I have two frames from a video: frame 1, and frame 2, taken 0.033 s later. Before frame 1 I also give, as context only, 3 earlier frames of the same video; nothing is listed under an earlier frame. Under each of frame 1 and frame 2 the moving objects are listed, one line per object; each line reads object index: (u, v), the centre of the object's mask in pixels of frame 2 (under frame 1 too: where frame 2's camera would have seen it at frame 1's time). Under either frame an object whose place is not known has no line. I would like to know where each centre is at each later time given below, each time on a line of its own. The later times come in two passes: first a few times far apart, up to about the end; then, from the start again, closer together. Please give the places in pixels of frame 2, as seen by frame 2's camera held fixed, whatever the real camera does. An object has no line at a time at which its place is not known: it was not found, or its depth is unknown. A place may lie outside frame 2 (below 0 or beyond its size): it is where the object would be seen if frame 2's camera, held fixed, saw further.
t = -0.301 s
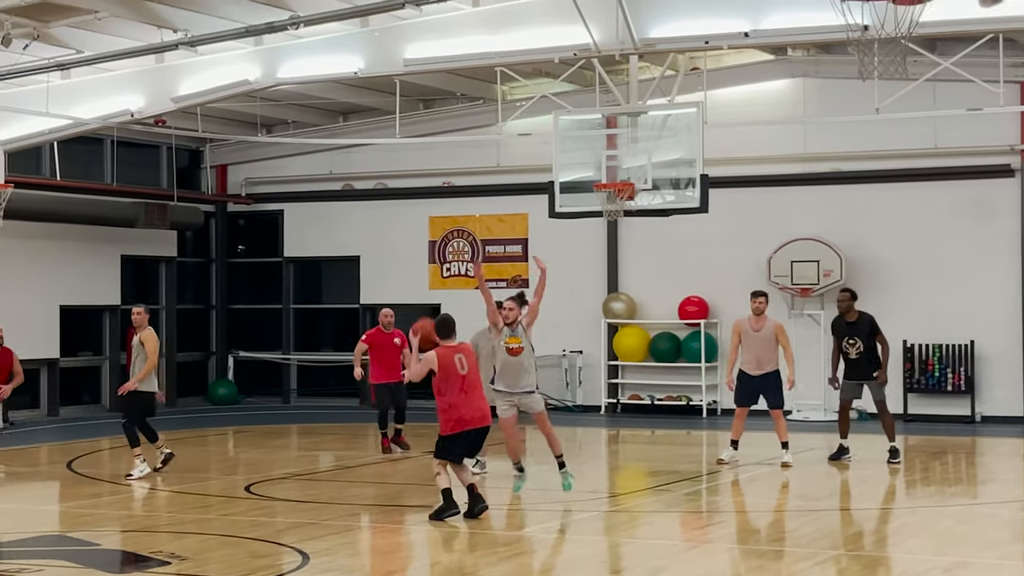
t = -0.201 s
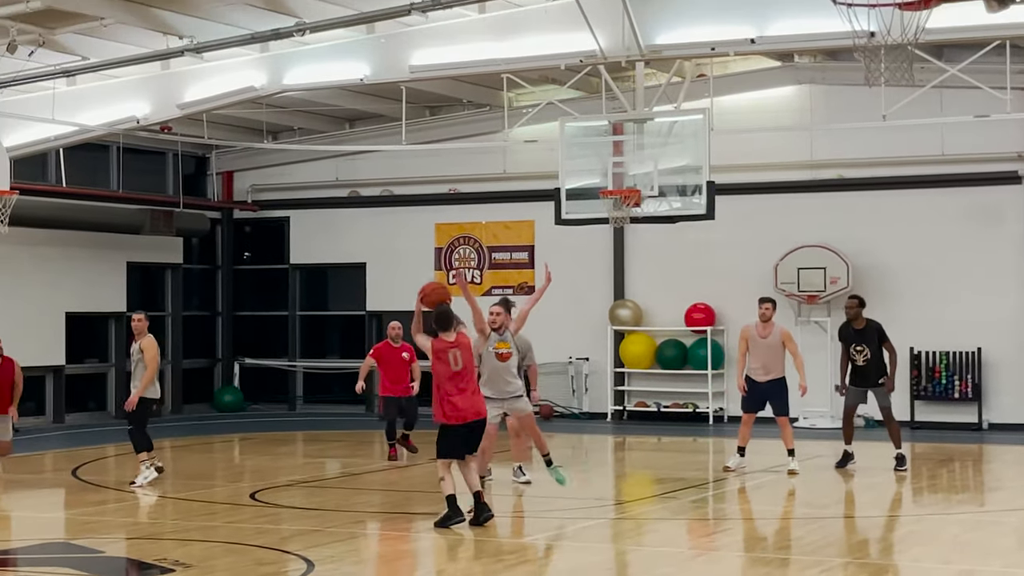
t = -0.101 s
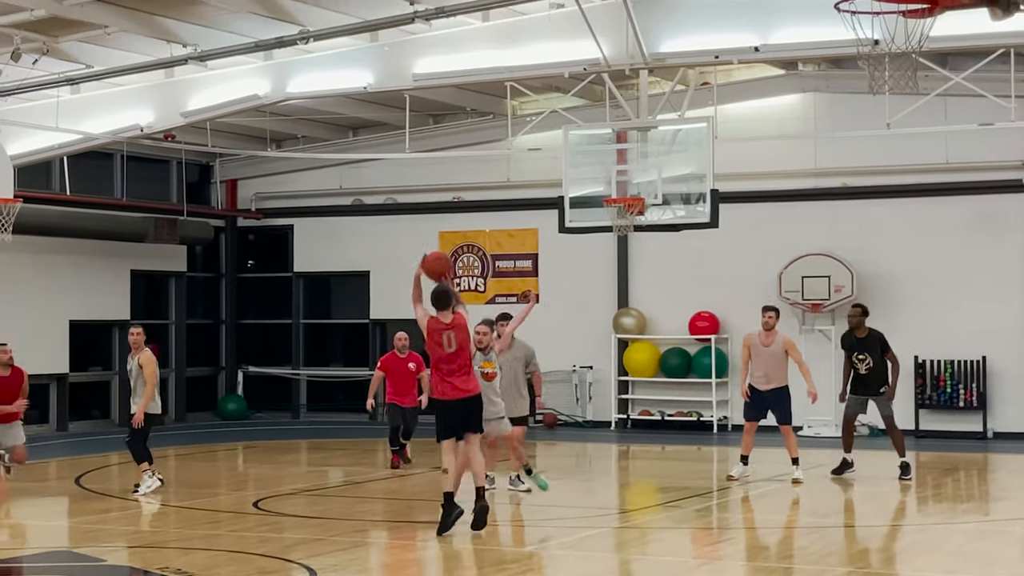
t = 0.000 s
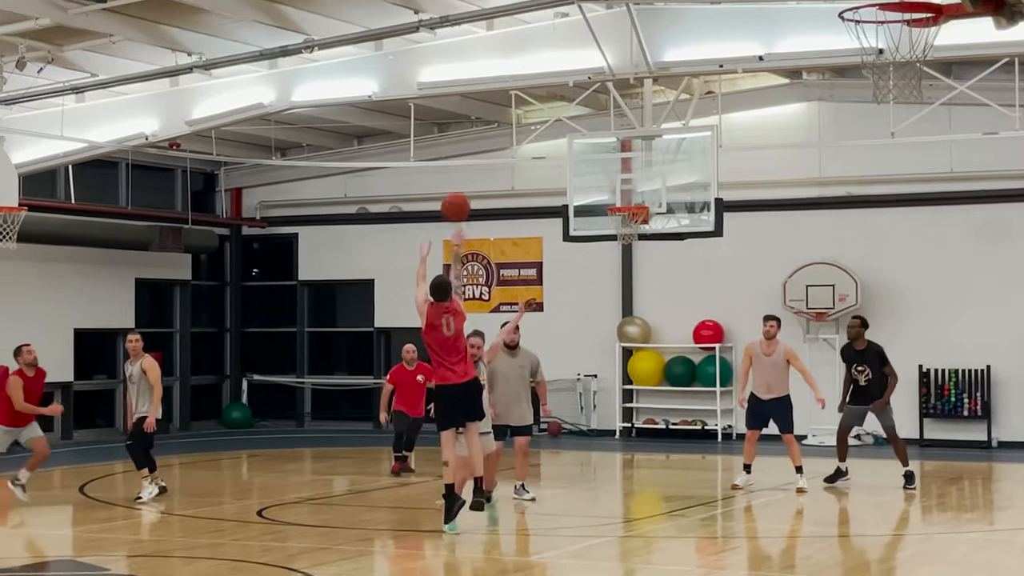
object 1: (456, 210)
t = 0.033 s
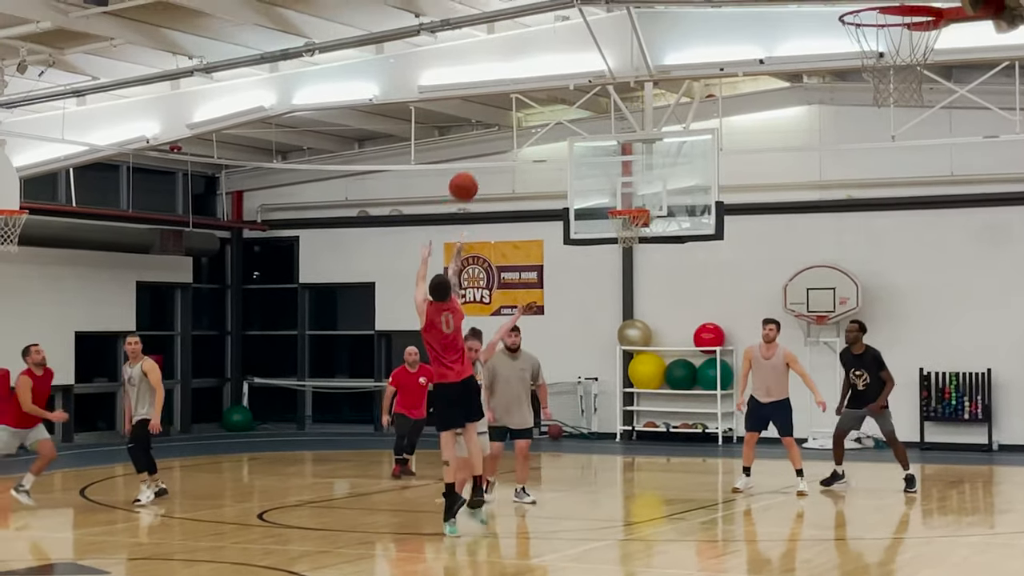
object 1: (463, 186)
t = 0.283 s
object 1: (510, 64)
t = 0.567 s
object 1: (558, 24)
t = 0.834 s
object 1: (596, 60)
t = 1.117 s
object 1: (630, 160)
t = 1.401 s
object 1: (572, 160)
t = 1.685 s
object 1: (466, 147)
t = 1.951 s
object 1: (368, 197)
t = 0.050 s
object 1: (466, 175)
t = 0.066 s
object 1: (470, 165)
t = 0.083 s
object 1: (473, 154)
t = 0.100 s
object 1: (476, 145)
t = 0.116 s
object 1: (480, 135)
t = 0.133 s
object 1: (483, 127)
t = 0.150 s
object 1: (485, 118)
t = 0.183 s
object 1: (492, 102)
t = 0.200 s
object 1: (495, 95)
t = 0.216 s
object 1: (498, 89)
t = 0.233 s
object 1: (501, 82)
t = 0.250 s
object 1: (504, 76)
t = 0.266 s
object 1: (508, 70)
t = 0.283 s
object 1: (510, 64)
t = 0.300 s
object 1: (513, 59)
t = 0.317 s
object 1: (516, 54)
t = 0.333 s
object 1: (519, 50)
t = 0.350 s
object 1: (522, 46)
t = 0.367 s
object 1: (525, 43)
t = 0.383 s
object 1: (528, 40)
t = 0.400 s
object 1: (530, 37)
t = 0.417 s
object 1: (533, 34)
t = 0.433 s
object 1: (536, 32)
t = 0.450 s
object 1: (539, 30)
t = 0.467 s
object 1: (542, 28)
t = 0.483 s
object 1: (544, 27)
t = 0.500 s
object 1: (547, 26)
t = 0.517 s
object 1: (550, 25)
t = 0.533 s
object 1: (552, 24)
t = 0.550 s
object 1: (555, 24)
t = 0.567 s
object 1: (558, 24)
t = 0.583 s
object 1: (560, 25)
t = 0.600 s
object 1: (563, 25)
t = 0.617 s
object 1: (565, 26)
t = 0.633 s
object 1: (567, 27)
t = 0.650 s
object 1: (570, 28)
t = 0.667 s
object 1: (572, 30)
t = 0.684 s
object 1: (575, 32)
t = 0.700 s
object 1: (577, 34)
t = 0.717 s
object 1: (579, 36)
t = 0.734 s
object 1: (582, 39)
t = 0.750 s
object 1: (584, 42)
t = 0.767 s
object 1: (586, 45)
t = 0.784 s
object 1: (589, 48)
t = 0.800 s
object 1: (591, 51)
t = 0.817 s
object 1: (593, 55)
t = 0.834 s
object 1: (596, 60)
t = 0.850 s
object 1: (598, 64)
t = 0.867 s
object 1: (600, 69)
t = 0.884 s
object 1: (602, 74)
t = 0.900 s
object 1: (604, 79)
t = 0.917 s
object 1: (606, 83)
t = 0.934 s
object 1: (608, 89)
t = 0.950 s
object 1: (610, 94)
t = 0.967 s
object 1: (612, 100)
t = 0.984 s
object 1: (614, 106)
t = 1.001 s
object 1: (617, 112)
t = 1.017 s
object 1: (619, 118)
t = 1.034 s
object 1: (621, 124)
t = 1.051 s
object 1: (623, 132)
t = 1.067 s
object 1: (625, 138)
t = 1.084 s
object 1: (627, 145)
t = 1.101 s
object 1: (628, 152)
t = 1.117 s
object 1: (630, 160)
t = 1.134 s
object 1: (632, 167)
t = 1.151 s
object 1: (634, 175)
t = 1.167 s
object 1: (636, 183)
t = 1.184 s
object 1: (638, 191)
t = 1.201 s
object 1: (640, 200)
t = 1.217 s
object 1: (640, 203)
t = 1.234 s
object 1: (634, 200)
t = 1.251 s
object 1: (628, 195)
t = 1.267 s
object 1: (622, 190)
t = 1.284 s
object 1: (616, 185)
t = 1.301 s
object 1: (609, 181)
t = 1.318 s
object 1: (603, 176)
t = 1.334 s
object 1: (597, 173)
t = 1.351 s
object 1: (591, 169)
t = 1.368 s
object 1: (584, 166)
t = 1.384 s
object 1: (578, 163)
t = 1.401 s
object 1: (572, 160)
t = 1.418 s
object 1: (566, 157)
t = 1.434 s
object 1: (559, 155)
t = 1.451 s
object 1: (553, 152)
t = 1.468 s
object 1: (547, 150)
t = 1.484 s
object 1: (541, 148)
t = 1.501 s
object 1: (535, 147)
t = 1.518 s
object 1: (528, 146)
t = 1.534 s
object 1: (522, 145)
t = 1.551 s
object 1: (516, 144)
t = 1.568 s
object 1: (509, 143)
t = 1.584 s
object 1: (503, 143)
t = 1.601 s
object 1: (497, 143)
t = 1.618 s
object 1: (491, 144)
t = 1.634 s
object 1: (484, 144)
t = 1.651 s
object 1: (478, 145)
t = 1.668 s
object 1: (472, 146)
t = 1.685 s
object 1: (466, 147)
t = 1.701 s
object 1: (460, 148)
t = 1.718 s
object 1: (454, 149)
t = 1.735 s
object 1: (447, 151)
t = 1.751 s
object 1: (441, 154)
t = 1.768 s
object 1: (435, 156)
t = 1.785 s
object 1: (429, 158)
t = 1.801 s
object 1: (423, 162)
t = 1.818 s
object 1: (417, 165)
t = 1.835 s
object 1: (411, 168)
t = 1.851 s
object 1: (405, 171)
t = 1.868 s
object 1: (399, 175)
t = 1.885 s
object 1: (393, 179)
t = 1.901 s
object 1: (386, 183)
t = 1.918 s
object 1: (380, 188)
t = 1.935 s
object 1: (374, 192)
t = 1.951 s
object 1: (368, 197)
